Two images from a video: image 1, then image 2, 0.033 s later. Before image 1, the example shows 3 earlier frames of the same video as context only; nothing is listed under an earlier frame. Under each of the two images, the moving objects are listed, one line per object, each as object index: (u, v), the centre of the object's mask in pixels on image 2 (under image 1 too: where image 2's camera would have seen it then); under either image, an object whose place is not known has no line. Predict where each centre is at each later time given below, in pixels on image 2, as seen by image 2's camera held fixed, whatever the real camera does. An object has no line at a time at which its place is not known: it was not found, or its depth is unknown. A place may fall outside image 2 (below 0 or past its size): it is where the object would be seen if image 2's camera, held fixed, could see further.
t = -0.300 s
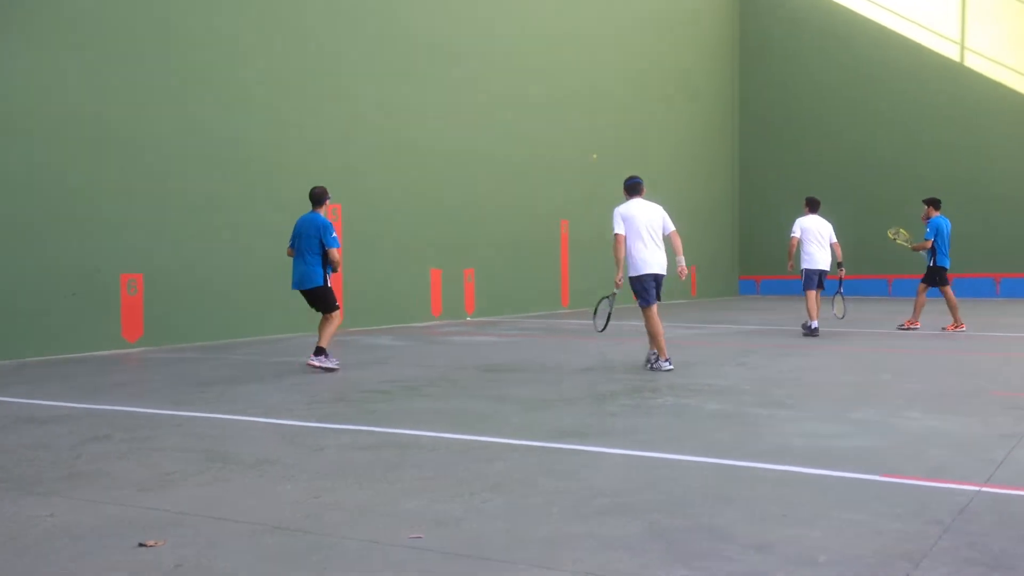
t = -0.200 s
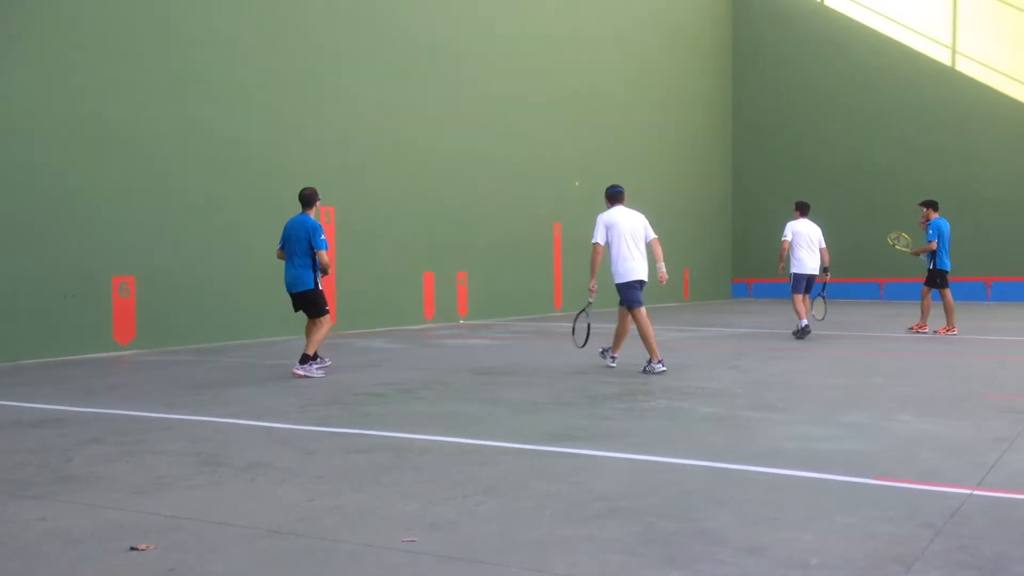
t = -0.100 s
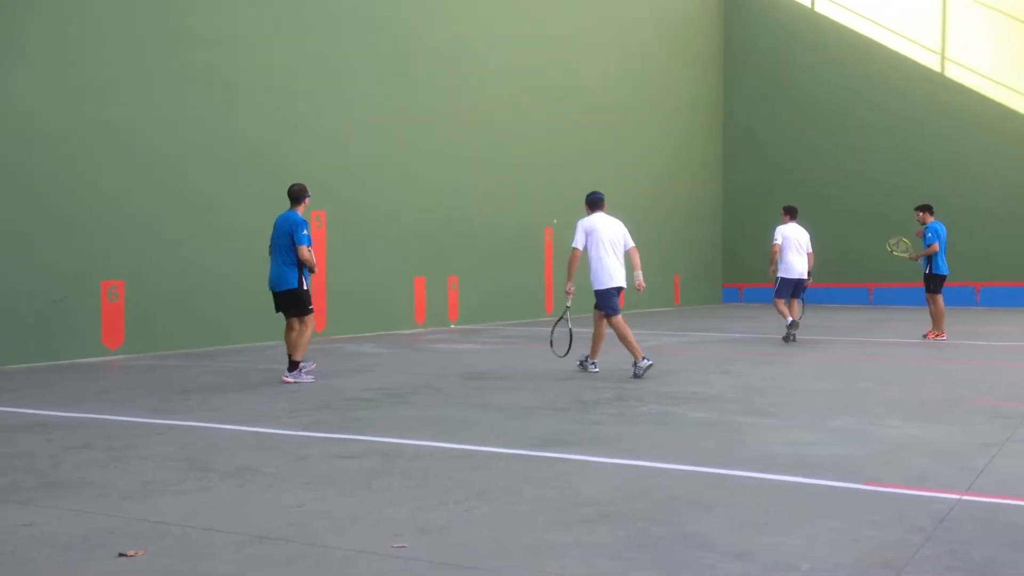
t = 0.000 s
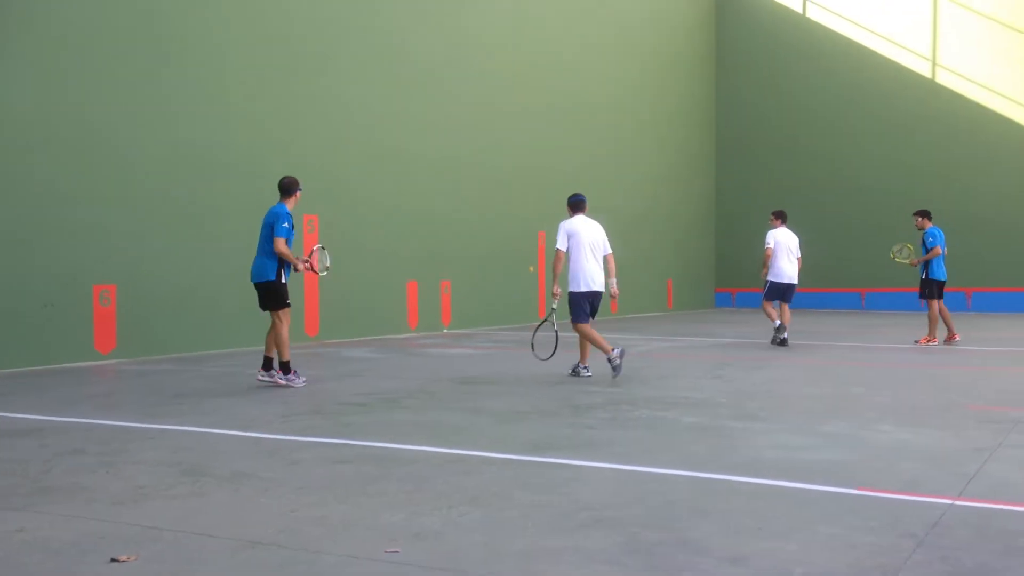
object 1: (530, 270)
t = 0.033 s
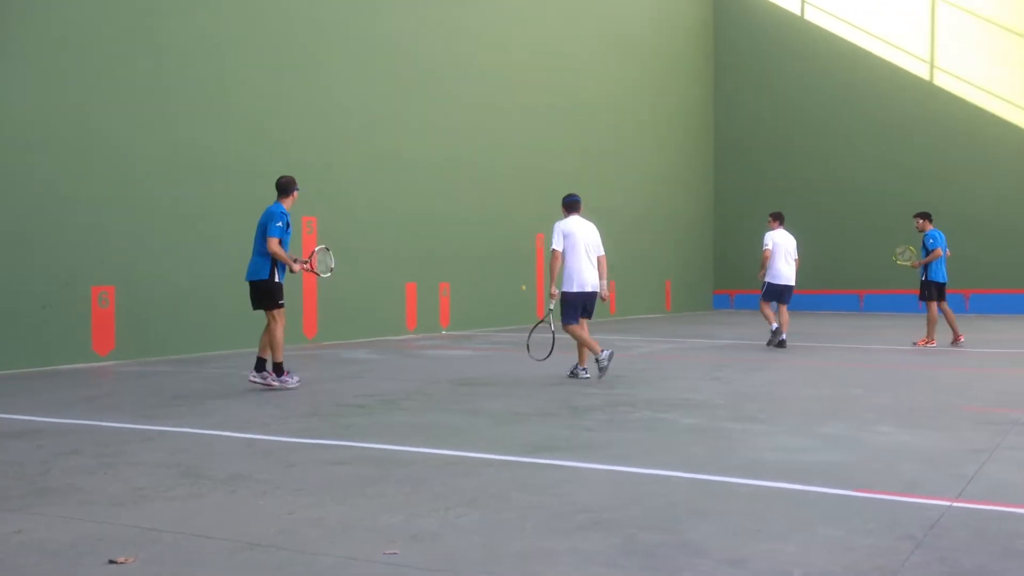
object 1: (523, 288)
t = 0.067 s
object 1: (517, 306)
